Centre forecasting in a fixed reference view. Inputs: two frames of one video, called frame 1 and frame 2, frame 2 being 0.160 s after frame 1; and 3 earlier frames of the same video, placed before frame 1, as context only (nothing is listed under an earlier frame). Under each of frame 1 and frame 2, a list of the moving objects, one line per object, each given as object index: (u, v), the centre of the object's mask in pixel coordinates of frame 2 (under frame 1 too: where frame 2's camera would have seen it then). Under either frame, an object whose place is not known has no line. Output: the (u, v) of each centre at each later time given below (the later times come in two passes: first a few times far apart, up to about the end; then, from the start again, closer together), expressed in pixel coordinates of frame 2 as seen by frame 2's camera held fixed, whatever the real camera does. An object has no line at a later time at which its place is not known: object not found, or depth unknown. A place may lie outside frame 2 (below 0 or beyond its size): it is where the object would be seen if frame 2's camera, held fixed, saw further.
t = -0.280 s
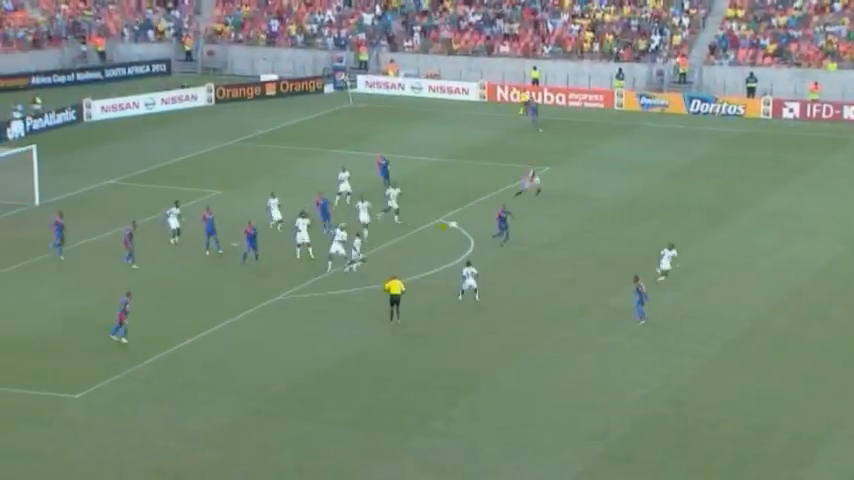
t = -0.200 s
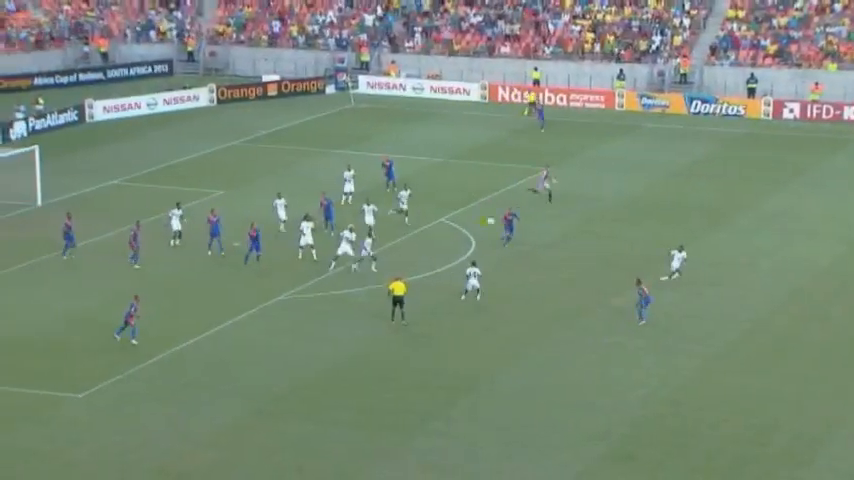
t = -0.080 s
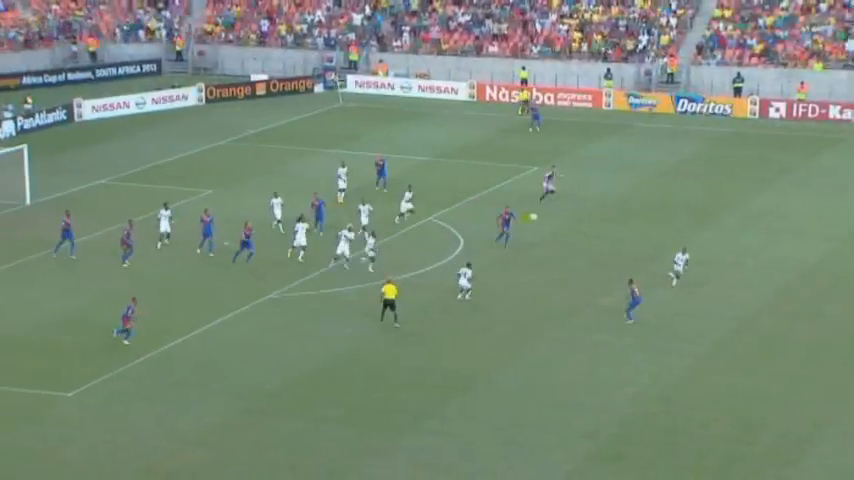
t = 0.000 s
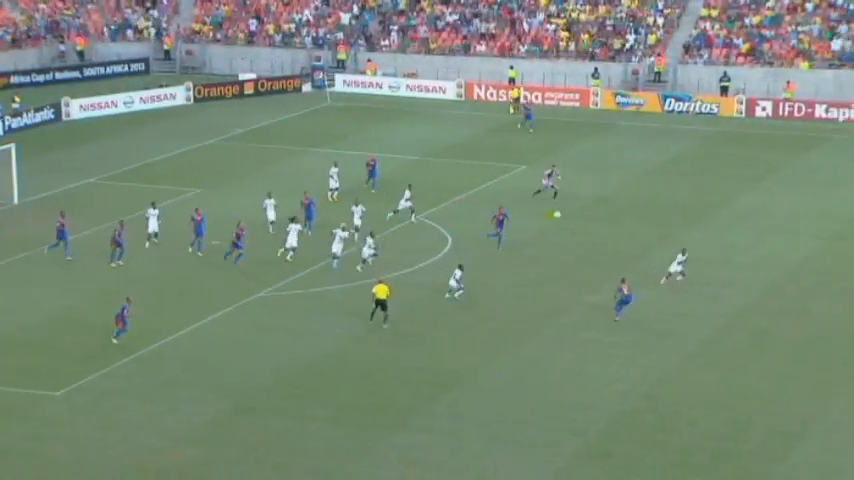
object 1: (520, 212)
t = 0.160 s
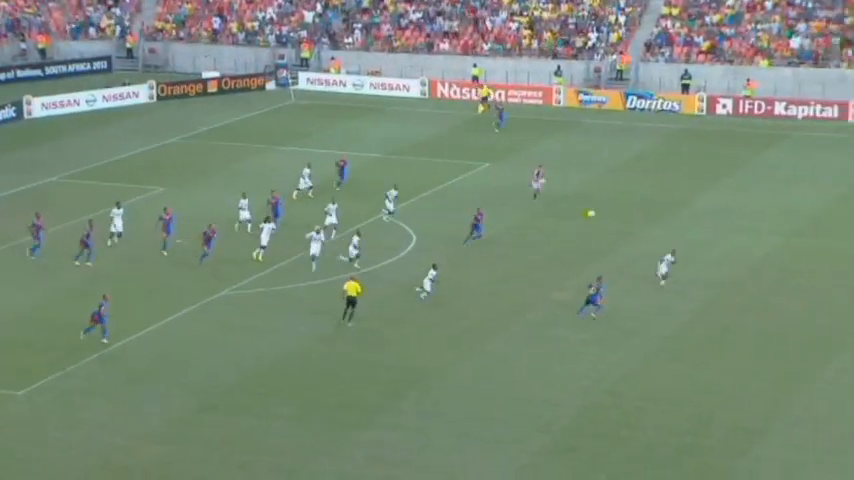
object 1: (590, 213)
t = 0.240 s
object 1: (625, 216)
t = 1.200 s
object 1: (1054, 345)
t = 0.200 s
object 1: (607, 214)
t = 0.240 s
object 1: (625, 216)
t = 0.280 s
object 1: (643, 217)
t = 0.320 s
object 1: (660, 219)
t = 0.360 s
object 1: (678, 222)
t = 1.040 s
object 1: (979, 308)
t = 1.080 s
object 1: (998, 317)
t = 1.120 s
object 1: (1017, 326)
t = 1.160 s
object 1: (1036, 335)
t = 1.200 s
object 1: (1054, 345)
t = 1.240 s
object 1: (1074, 356)
